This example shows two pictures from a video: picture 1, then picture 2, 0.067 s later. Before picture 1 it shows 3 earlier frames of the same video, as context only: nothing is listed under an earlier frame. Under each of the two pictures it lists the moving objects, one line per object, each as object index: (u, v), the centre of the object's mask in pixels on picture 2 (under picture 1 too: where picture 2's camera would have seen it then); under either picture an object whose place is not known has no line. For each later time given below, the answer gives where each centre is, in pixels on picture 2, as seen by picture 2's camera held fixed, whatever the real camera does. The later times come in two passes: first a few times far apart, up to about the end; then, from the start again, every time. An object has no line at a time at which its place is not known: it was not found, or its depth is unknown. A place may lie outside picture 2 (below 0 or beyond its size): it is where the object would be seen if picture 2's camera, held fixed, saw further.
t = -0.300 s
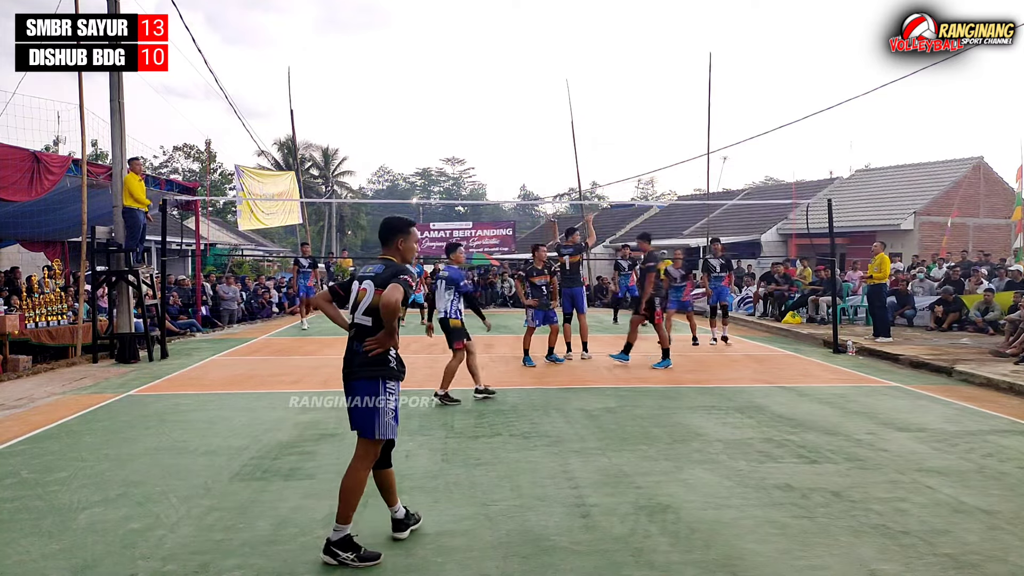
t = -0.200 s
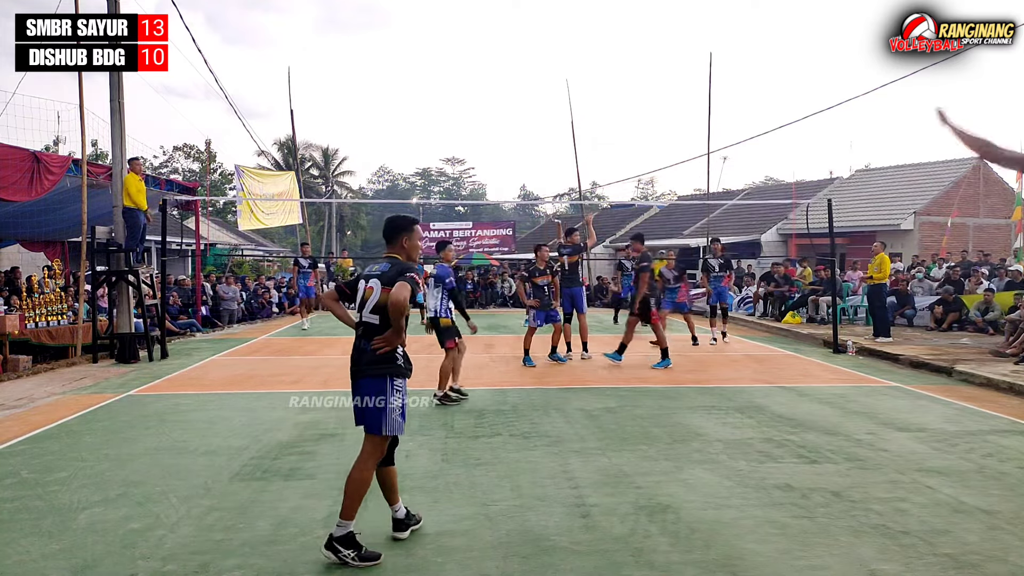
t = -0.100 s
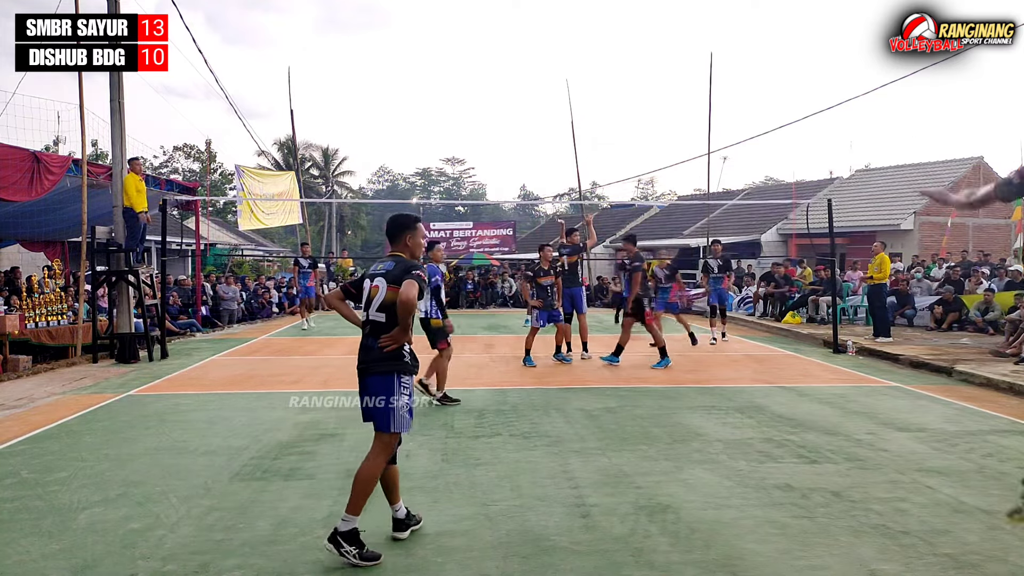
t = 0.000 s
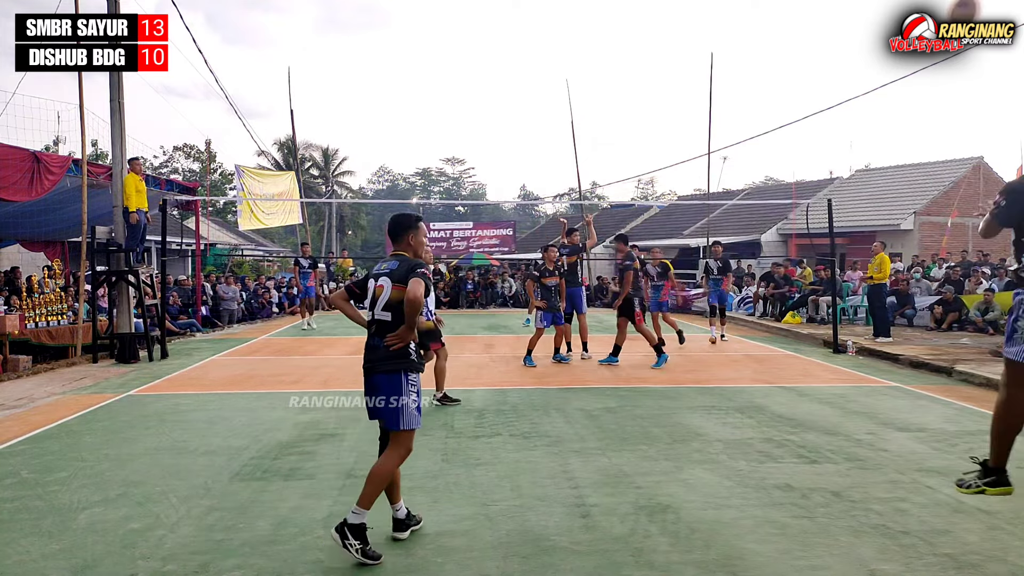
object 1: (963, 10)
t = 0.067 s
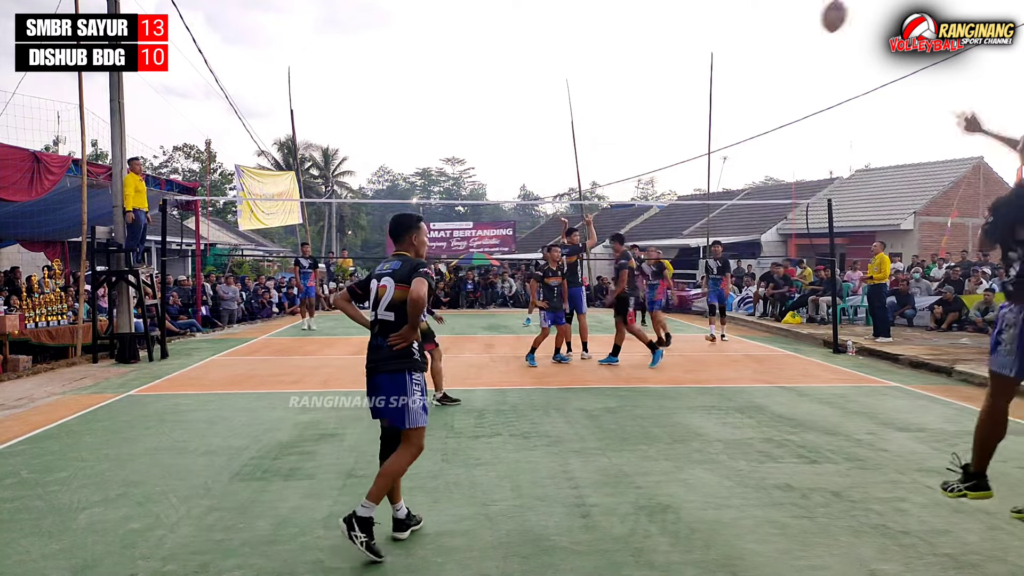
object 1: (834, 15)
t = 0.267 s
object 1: (622, 49)
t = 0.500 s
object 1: (512, 101)
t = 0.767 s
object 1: (443, 169)
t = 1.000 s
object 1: (407, 234)
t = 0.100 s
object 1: (785, 19)
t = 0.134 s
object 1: (742, 24)
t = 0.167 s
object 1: (706, 29)
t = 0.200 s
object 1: (675, 35)
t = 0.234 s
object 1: (647, 42)
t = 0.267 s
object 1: (622, 49)
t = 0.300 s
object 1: (601, 56)
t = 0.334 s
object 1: (581, 63)
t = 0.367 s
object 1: (564, 71)
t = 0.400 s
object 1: (549, 78)
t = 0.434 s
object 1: (535, 86)
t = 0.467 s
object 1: (523, 93)
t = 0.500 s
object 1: (512, 101)
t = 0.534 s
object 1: (501, 108)
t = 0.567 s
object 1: (492, 116)
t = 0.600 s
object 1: (482, 125)
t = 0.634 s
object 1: (474, 133)
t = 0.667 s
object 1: (465, 141)
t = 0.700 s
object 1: (458, 150)
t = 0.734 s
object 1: (451, 159)
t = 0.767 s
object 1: (443, 169)
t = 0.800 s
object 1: (438, 177)
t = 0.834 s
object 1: (431, 187)
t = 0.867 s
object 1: (425, 196)
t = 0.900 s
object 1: (421, 206)
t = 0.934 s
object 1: (416, 215)
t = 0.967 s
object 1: (412, 225)
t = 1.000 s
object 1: (407, 234)
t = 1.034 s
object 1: (404, 244)
